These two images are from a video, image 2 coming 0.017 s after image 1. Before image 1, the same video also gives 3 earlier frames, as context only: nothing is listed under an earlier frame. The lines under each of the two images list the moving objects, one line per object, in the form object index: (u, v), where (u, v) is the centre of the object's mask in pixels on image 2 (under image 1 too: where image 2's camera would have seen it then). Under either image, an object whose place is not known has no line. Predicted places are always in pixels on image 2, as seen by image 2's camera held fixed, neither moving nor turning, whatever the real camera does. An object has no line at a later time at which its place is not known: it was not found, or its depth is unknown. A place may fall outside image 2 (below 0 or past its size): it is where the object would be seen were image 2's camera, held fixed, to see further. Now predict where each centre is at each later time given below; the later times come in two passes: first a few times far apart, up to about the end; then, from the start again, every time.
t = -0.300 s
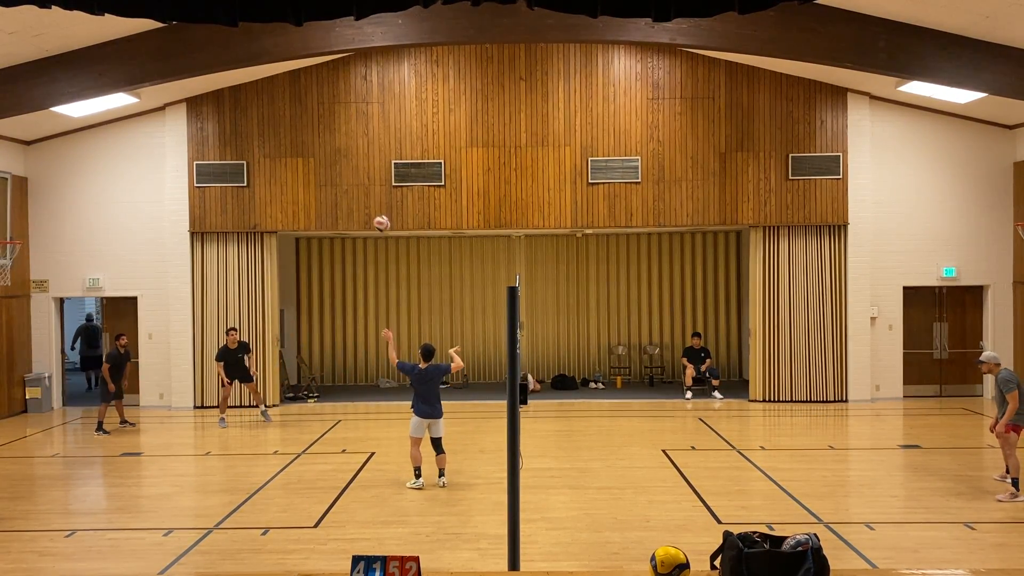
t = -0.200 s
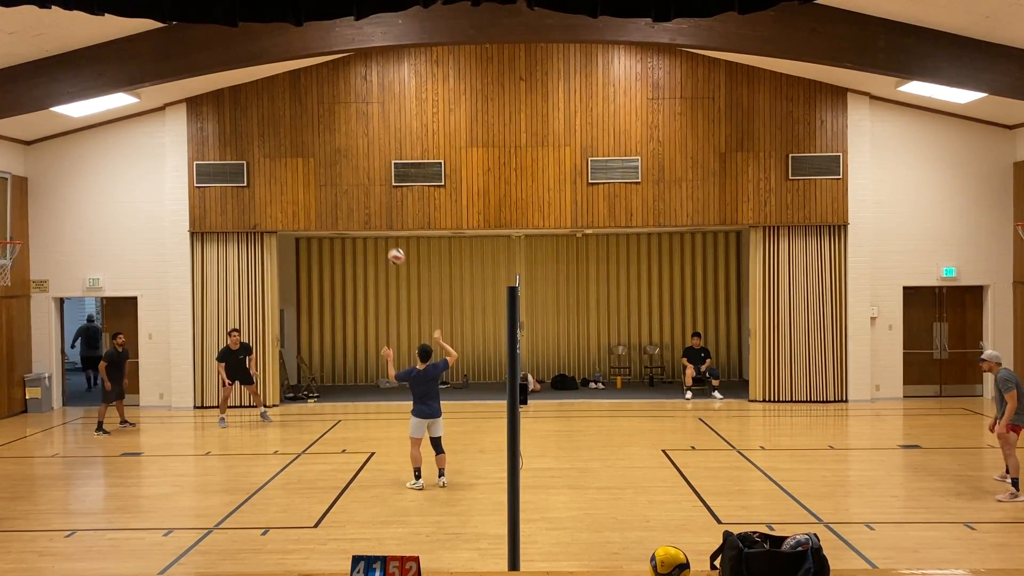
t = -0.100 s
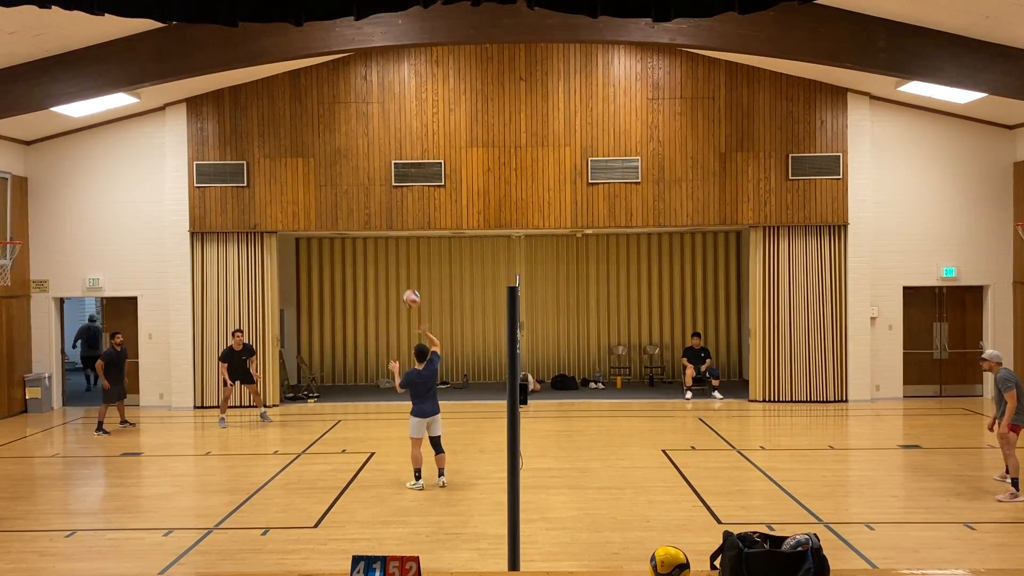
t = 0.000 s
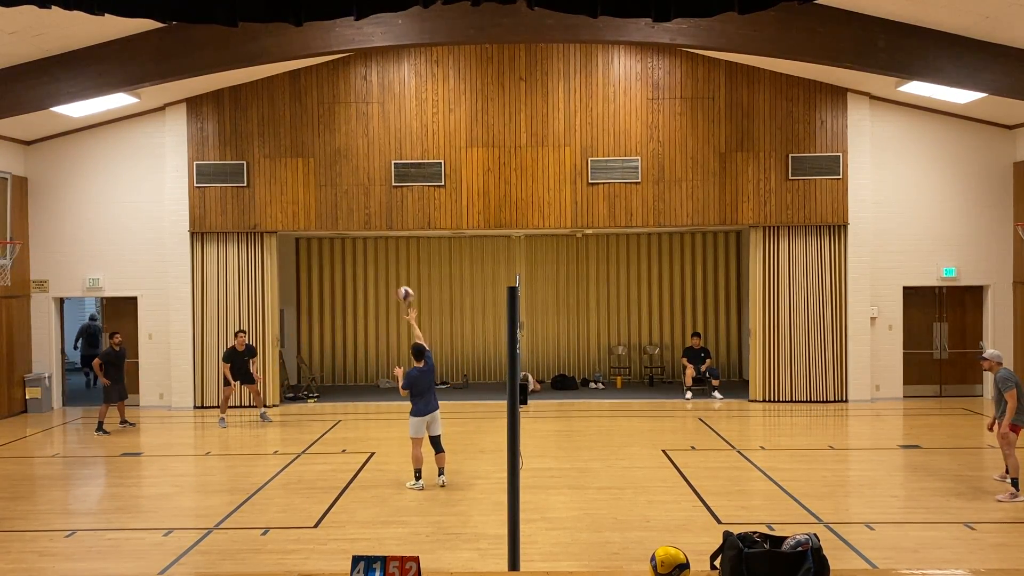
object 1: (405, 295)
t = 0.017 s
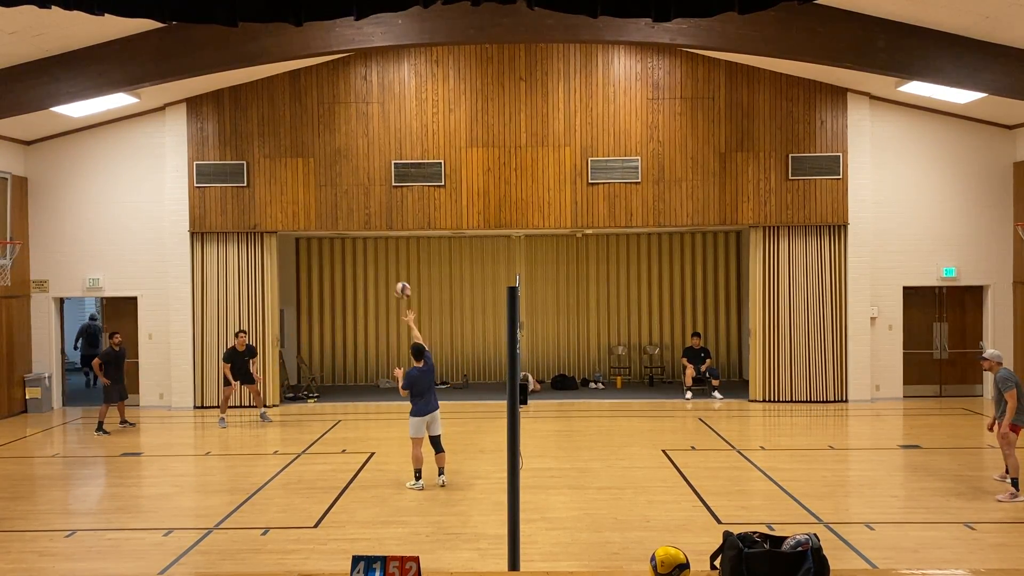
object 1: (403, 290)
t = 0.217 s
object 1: (372, 258)
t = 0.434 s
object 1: (343, 260)
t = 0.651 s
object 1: (320, 291)
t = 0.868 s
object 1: (299, 349)
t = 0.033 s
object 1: (400, 286)
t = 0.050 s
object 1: (397, 282)
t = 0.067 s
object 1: (394, 278)
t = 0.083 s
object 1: (392, 276)
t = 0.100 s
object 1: (388, 273)
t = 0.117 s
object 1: (386, 270)
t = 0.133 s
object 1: (383, 267)
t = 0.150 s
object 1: (381, 265)
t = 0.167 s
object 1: (379, 264)
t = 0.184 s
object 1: (376, 261)
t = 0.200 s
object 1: (374, 260)
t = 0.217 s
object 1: (372, 258)
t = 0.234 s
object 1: (370, 257)
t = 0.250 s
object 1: (367, 256)
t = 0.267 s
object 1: (365, 256)
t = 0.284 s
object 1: (362, 255)
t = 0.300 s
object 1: (360, 255)
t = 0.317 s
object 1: (358, 255)
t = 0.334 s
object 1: (356, 255)
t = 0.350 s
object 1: (353, 255)
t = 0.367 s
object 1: (351, 256)
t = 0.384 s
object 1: (349, 256)
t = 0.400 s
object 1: (348, 258)
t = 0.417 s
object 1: (346, 259)
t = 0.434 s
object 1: (343, 260)
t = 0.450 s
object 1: (341, 261)
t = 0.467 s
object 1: (340, 263)
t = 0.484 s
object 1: (338, 265)
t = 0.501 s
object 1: (336, 267)
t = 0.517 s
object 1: (334, 269)
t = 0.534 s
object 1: (332, 271)
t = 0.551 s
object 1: (330, 273)
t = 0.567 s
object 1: (328, 276)
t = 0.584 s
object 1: (326, 279)
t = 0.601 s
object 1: (325, 282)
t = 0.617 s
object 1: (323, 285)
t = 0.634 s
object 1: (321, 288)
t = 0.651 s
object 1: (320, 291)
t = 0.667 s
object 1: (318, 295)
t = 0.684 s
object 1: (316, 299)
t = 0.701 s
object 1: (315, 302)
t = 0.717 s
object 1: (313, 307)
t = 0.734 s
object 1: (312, 311)
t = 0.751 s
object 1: (310, 315)
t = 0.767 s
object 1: (308, 319)
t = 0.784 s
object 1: (307, 324)
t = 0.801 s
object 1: (305, 329)
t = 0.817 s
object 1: (304, 334)
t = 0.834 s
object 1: (302, 338)
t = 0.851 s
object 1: (300, 344)
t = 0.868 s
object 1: (299, 349)
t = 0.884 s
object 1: (298, 354)
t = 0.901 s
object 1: (297, 360)
